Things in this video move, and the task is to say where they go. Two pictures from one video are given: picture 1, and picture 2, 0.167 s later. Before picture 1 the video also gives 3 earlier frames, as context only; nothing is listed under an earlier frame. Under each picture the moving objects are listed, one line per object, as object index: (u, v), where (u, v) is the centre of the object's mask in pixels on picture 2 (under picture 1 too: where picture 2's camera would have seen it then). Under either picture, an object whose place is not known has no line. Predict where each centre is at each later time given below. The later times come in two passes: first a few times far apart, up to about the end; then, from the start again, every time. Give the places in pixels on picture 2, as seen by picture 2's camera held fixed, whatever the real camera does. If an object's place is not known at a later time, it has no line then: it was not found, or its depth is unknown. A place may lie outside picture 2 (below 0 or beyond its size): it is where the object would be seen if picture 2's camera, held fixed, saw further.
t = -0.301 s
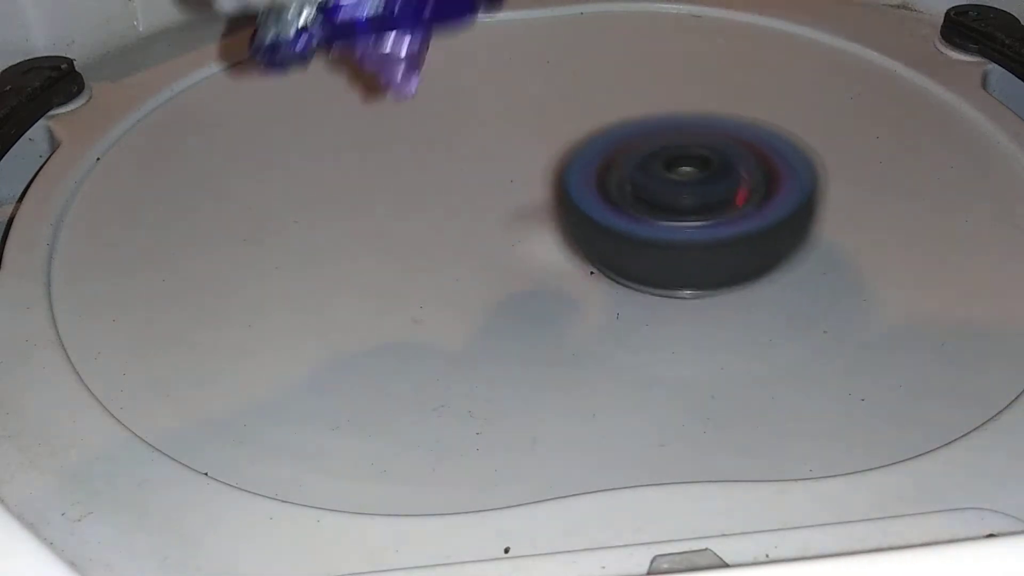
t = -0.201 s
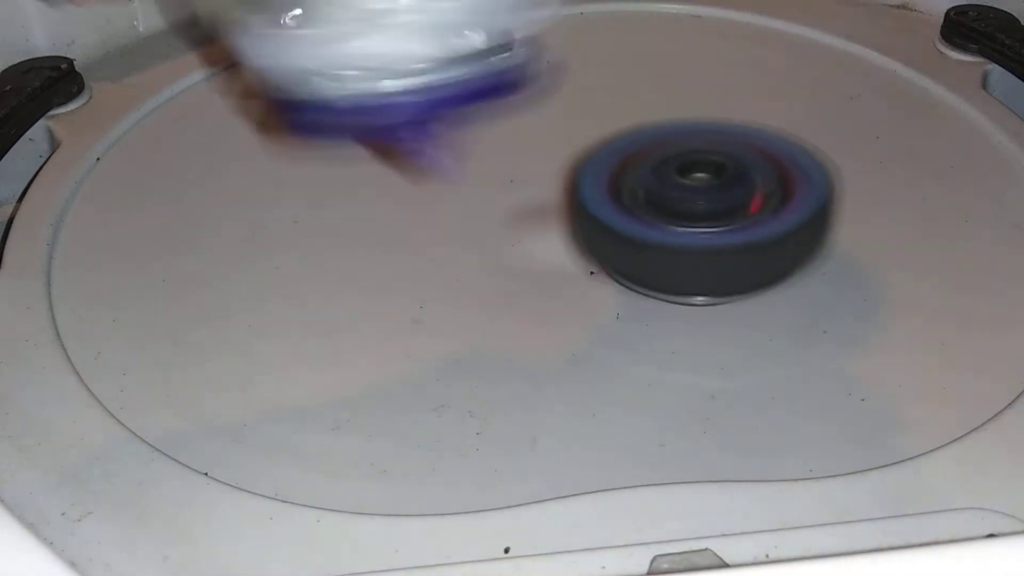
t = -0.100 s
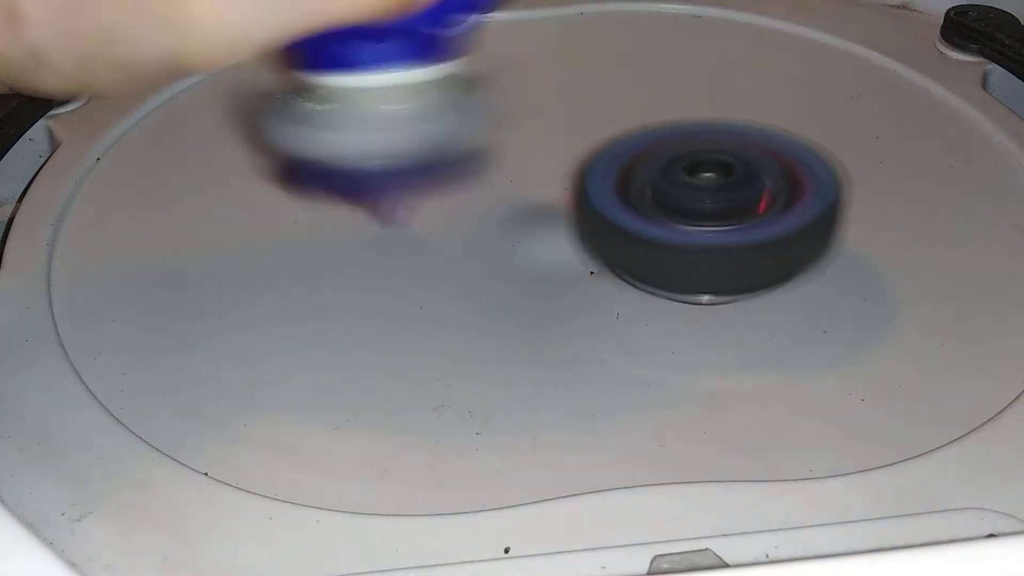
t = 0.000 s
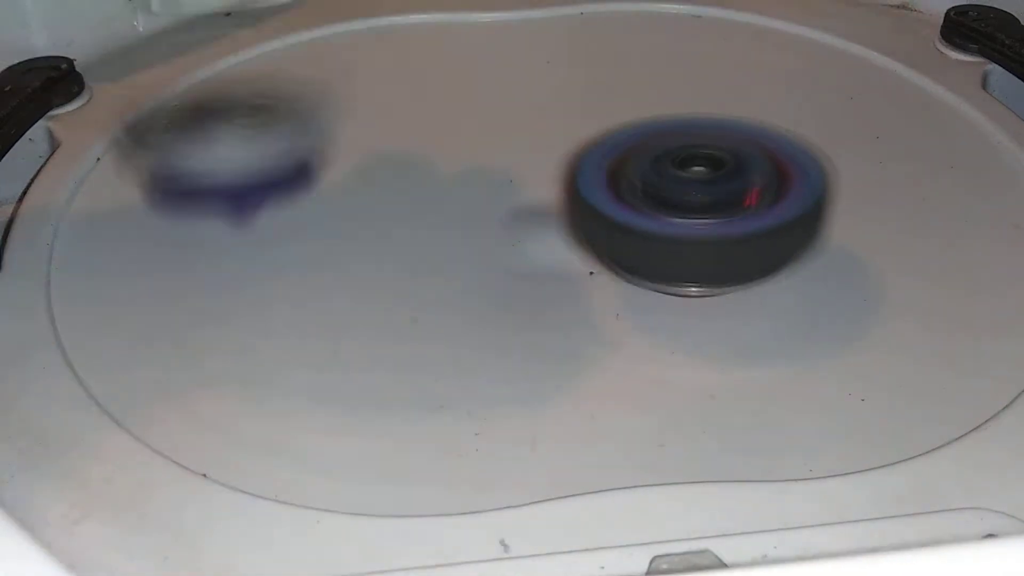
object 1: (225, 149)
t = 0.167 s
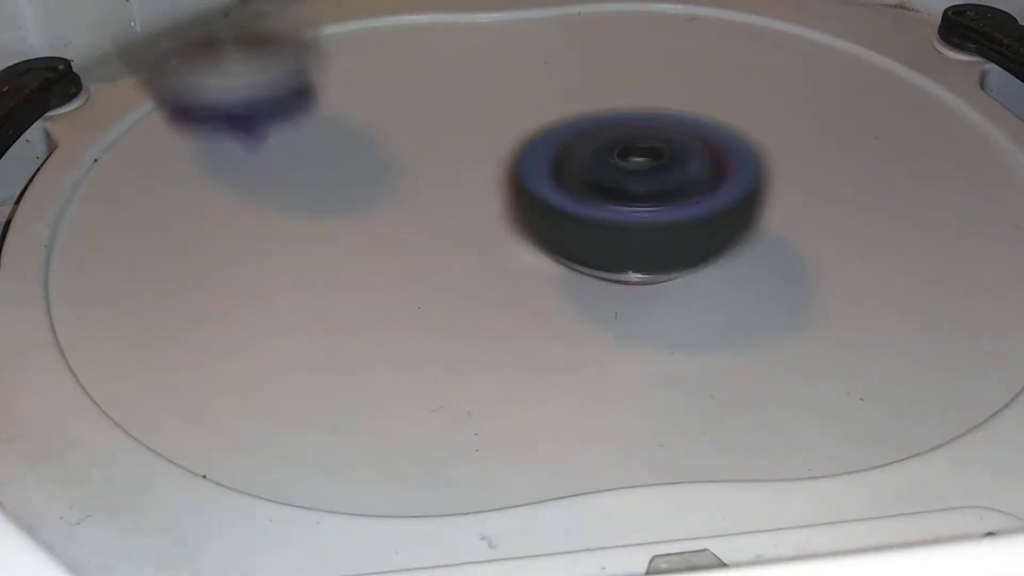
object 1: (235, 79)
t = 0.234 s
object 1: (296, 49)
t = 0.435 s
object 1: (617, 52)
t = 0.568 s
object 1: (901, 52)
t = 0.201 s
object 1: (264, 55)
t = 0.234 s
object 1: (296, 49)
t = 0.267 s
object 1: (338, 61)
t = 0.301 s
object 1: (384, 40)
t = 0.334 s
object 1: (437, 39)
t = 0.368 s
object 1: (494, 51)
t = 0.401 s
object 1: (554, 45)
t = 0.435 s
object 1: (617, 52)
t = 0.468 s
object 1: (682, 49)
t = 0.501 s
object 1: (750, 53)
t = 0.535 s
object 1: (826, 56)
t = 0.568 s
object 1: (901, 52)
